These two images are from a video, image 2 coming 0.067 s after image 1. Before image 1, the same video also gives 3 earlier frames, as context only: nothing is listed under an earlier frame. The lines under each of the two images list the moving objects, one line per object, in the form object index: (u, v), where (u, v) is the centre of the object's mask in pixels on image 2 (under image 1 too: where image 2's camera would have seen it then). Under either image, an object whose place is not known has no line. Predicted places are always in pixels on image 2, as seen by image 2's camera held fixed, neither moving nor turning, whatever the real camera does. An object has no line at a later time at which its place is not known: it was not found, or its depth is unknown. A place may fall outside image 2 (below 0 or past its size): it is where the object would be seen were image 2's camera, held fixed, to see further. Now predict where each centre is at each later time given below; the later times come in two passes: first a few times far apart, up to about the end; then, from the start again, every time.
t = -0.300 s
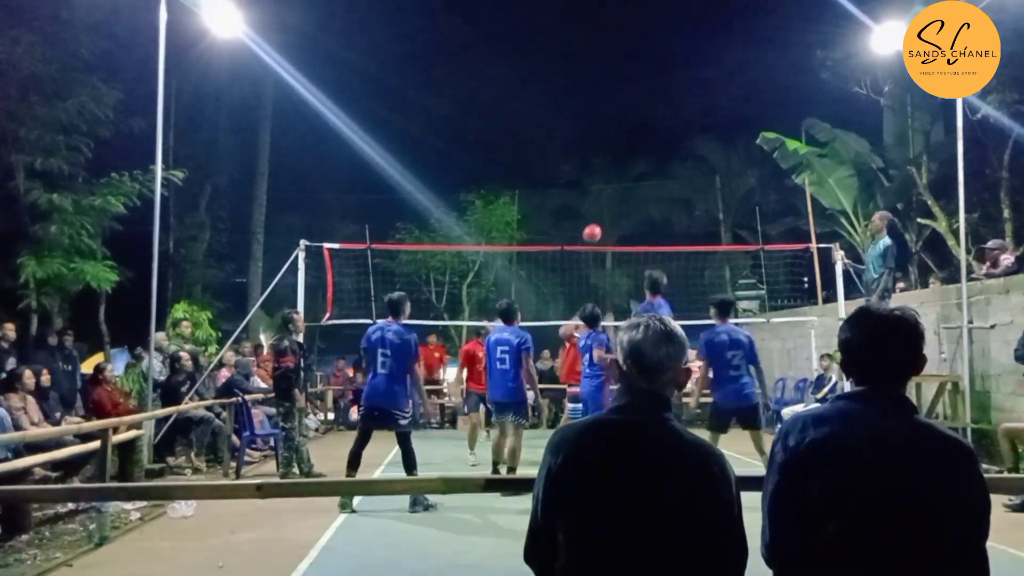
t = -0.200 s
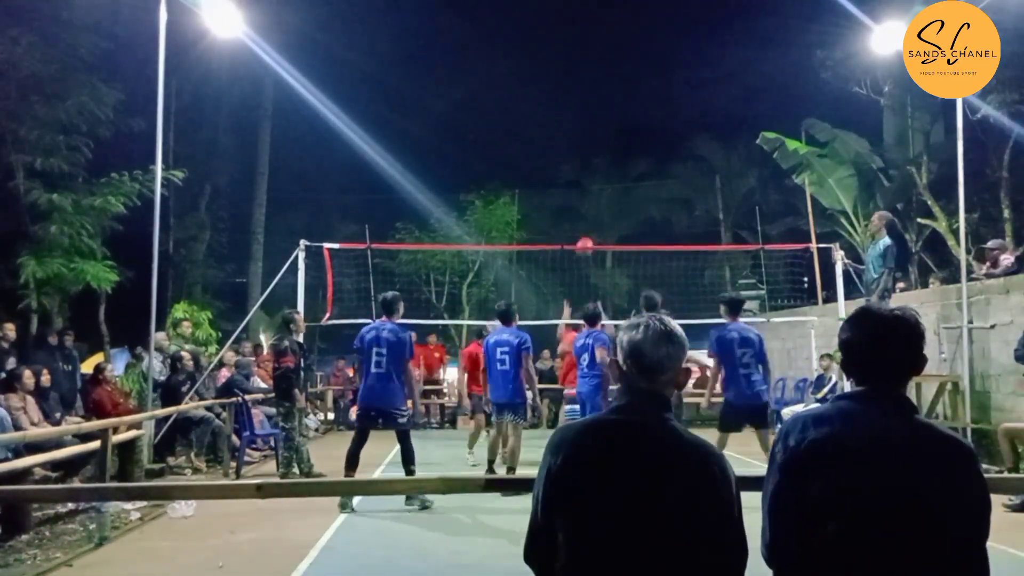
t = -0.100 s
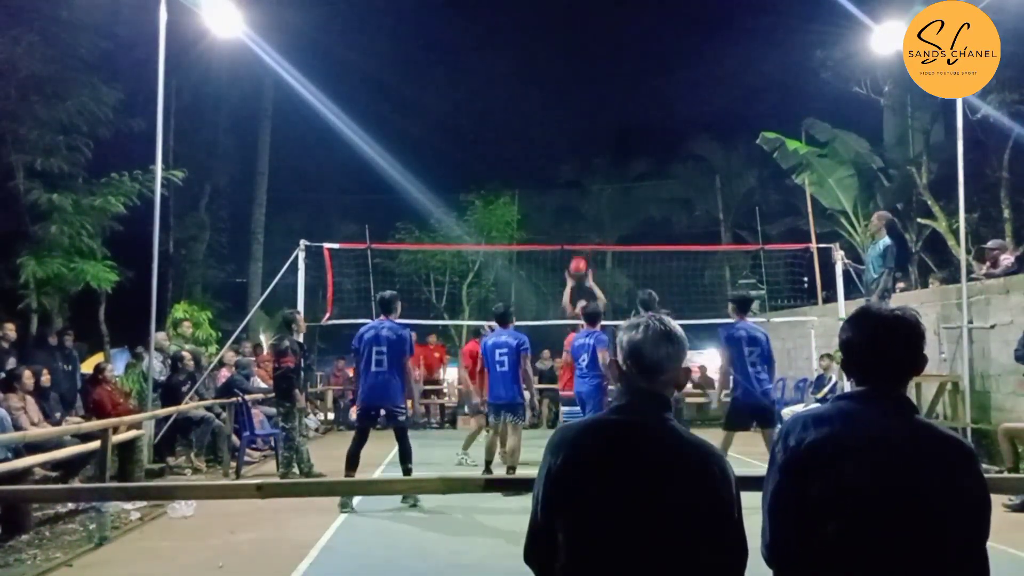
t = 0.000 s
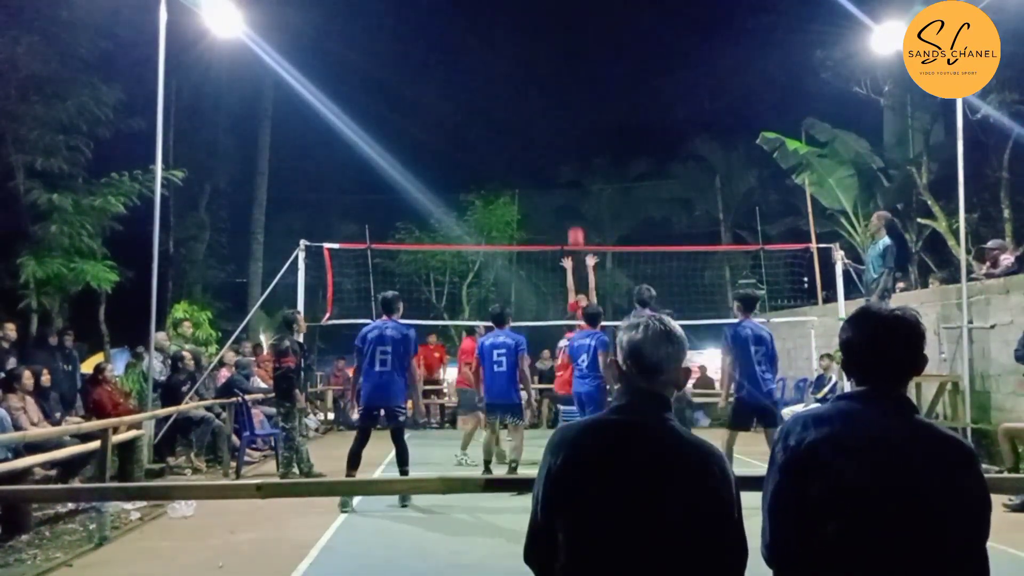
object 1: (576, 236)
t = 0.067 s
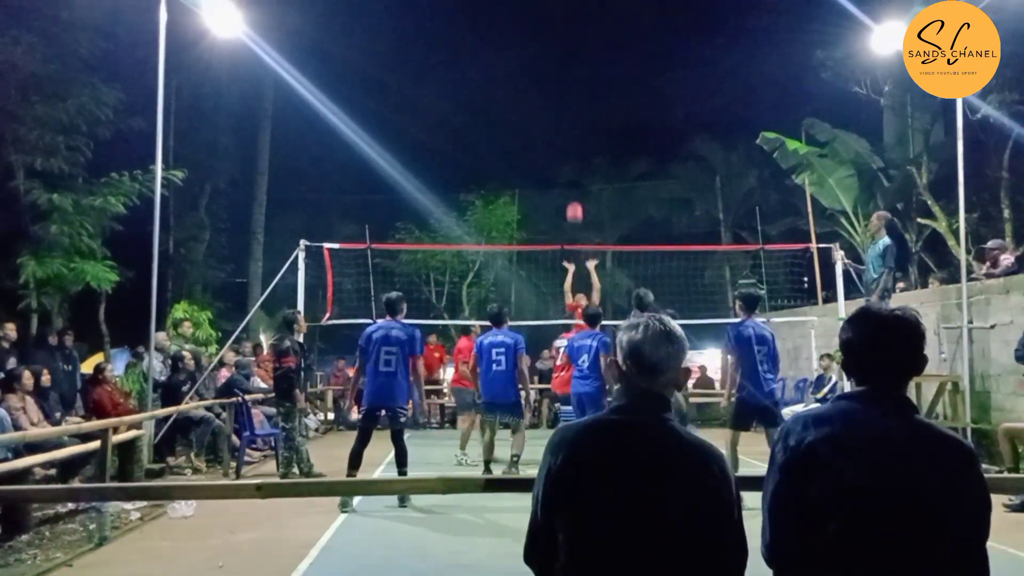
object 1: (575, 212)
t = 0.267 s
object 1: (571, 160)
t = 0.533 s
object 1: (566, 133)
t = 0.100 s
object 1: (574, 202)
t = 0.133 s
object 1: (573, 191)
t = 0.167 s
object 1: (573, 183)
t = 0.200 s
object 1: (572, 174)
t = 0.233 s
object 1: (572, 167)
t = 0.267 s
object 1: (571, 160)
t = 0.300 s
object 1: (571, 153)
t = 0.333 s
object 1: (570, 147)
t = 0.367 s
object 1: (569, 143)
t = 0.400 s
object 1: (569, 139)
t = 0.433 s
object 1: (568, 136)
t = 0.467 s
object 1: (568, 134)
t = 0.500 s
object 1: (567, 133)
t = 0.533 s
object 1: (566, 133)
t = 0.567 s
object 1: (566, 134)
